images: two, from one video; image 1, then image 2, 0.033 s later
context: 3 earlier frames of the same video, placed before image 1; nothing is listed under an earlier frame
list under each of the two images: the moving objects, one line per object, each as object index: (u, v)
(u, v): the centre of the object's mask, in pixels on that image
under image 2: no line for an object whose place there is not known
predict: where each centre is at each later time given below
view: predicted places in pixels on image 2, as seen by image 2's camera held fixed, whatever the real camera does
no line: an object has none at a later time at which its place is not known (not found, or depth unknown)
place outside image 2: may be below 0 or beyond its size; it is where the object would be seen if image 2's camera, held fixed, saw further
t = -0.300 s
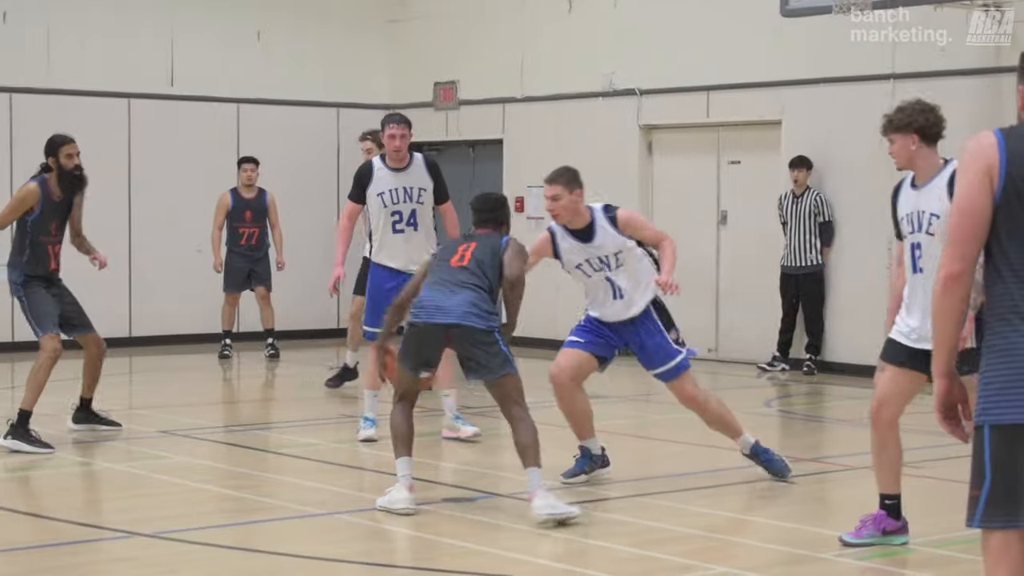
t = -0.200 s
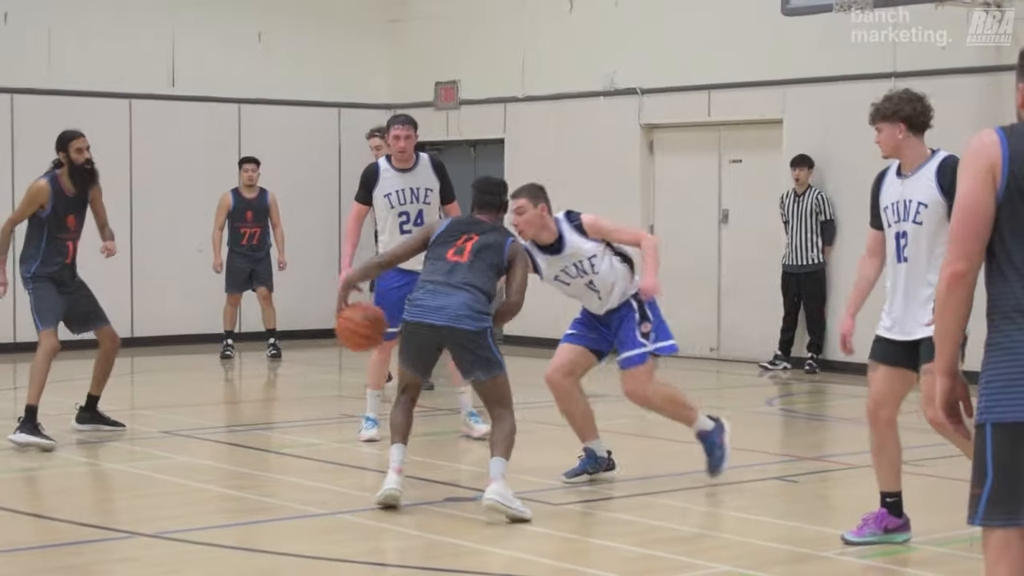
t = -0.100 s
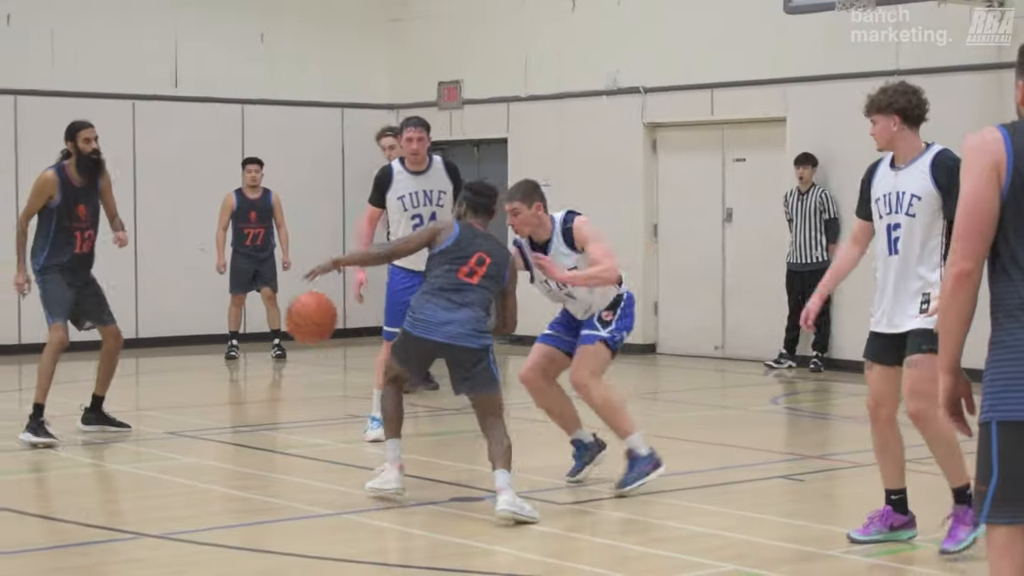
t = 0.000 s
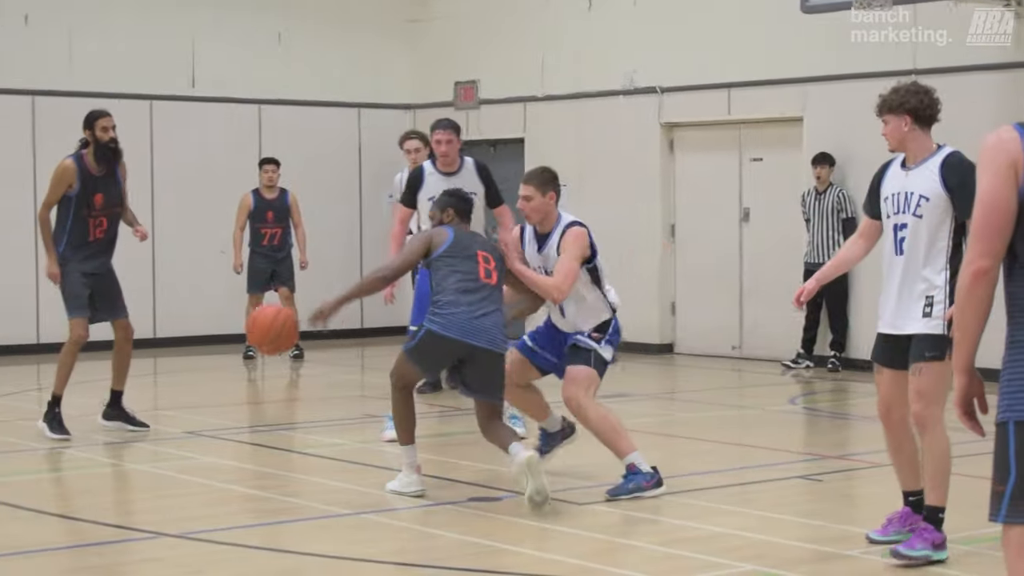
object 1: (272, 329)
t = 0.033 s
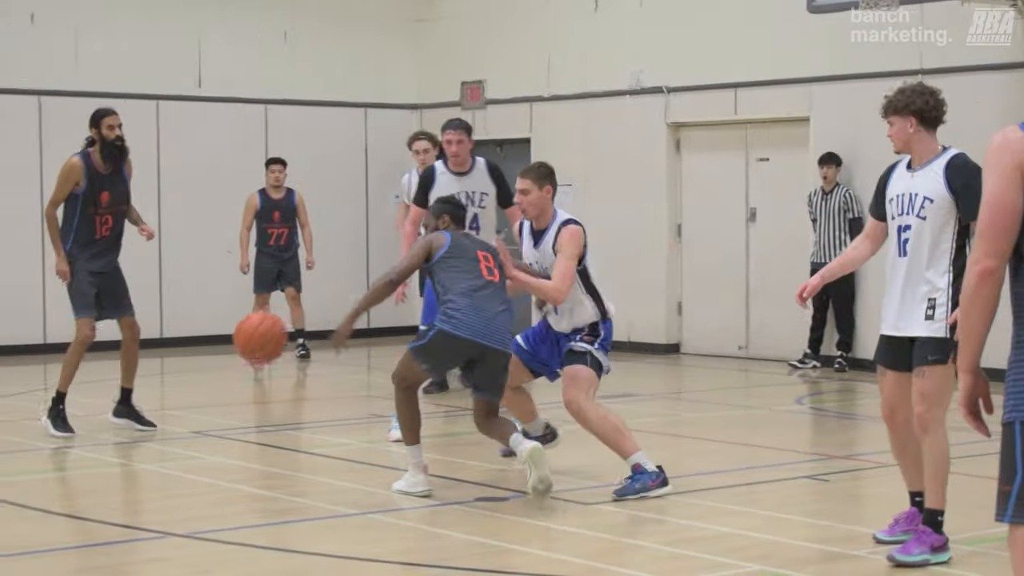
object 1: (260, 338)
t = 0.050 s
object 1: (251, 343)
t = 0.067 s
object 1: (241, 349)
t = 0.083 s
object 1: (231, 355)
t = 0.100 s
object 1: (222, 362)
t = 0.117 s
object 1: (212, 370)
